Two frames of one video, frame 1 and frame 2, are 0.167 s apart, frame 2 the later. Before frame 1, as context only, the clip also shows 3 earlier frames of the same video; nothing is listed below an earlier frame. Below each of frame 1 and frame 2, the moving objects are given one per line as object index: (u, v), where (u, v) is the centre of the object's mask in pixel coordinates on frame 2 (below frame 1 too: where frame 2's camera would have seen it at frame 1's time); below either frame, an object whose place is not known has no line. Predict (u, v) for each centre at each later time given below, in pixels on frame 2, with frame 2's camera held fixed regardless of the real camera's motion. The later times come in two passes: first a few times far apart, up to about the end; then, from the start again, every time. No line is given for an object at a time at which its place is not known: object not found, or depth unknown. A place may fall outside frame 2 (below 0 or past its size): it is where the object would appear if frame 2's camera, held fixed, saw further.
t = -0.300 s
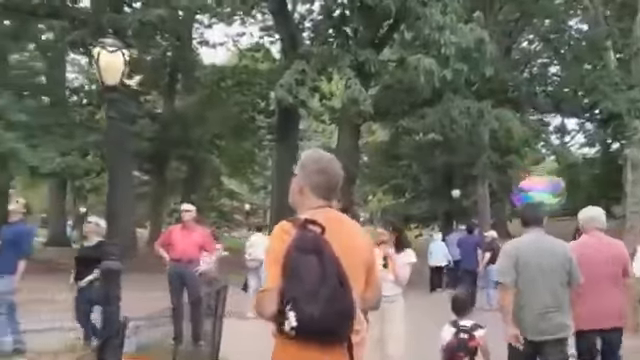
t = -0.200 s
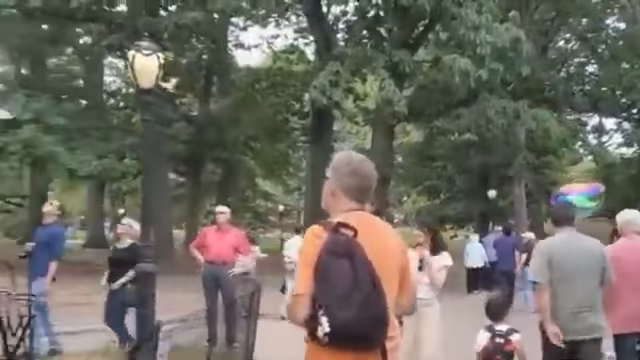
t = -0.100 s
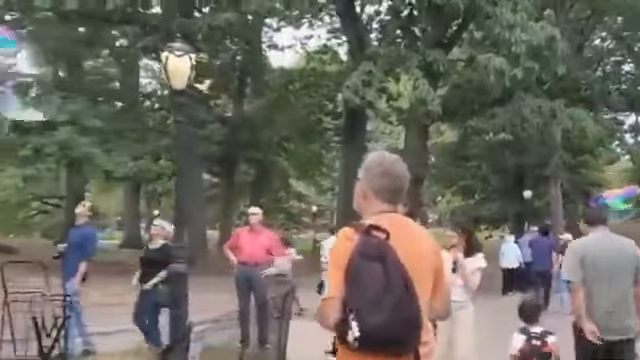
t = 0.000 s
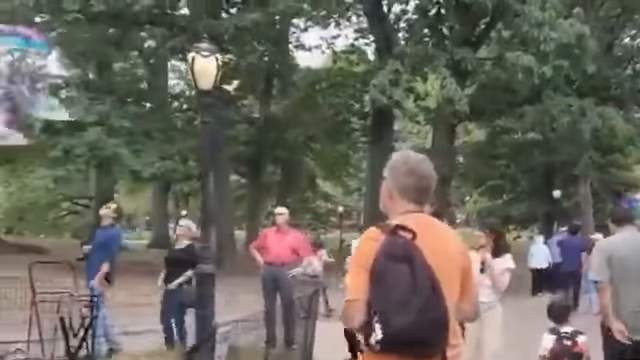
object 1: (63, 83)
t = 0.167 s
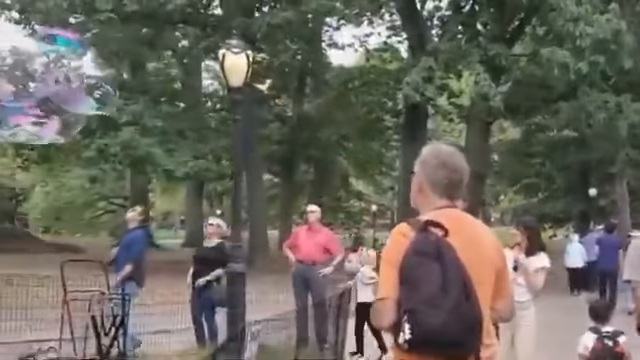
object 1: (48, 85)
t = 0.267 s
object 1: (43, 87)
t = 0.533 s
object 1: (47, 93)
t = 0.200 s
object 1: (46, 85)
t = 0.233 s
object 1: (45, 87)
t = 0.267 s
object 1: (43, 87)
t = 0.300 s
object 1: (40, 87)
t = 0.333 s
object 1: (39, 88)
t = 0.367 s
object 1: (39, 91)
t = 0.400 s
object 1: (40, 91)
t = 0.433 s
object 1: (43, 92)
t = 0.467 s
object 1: (43, 92)
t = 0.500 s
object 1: (46, 93)
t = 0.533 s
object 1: (47, 93)
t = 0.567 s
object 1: (52, 95)
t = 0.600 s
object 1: (53, 95)
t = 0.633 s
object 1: (54, 96)
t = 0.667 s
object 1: (53, 96)
